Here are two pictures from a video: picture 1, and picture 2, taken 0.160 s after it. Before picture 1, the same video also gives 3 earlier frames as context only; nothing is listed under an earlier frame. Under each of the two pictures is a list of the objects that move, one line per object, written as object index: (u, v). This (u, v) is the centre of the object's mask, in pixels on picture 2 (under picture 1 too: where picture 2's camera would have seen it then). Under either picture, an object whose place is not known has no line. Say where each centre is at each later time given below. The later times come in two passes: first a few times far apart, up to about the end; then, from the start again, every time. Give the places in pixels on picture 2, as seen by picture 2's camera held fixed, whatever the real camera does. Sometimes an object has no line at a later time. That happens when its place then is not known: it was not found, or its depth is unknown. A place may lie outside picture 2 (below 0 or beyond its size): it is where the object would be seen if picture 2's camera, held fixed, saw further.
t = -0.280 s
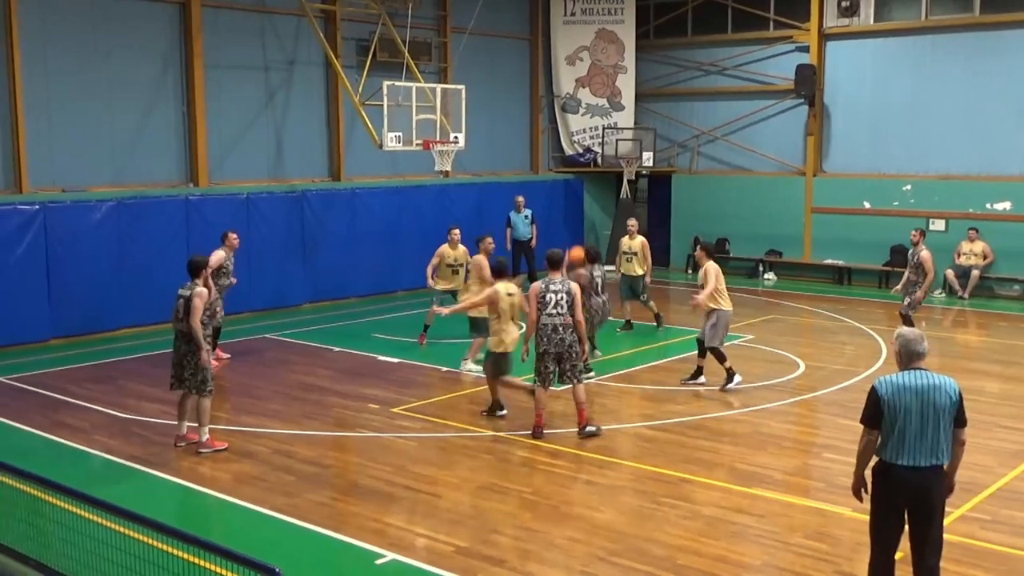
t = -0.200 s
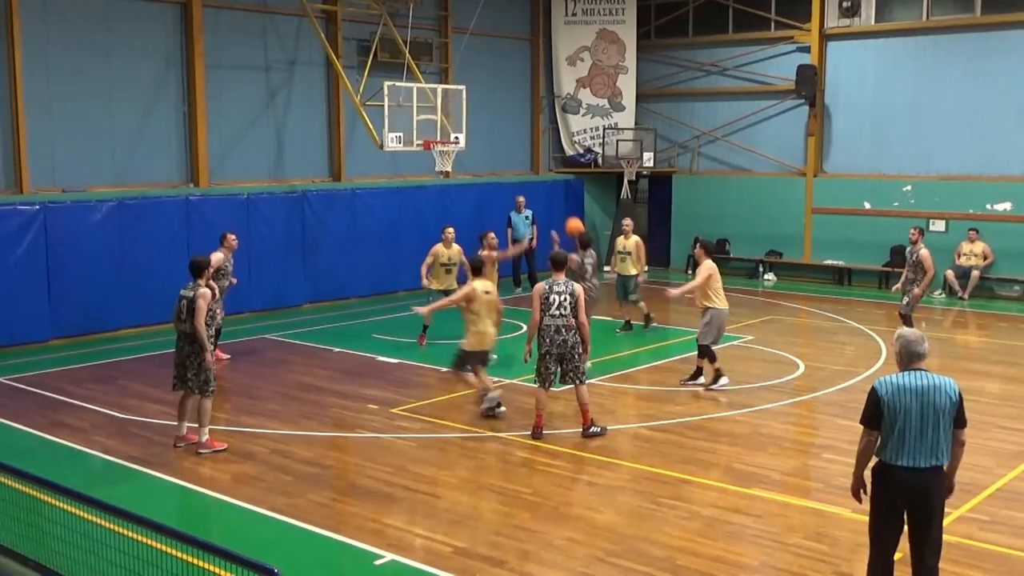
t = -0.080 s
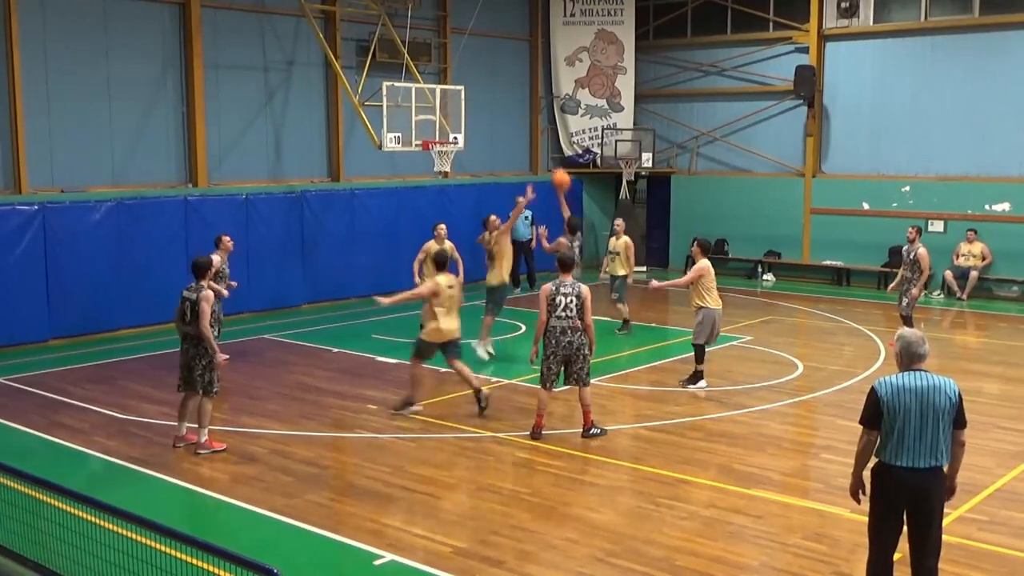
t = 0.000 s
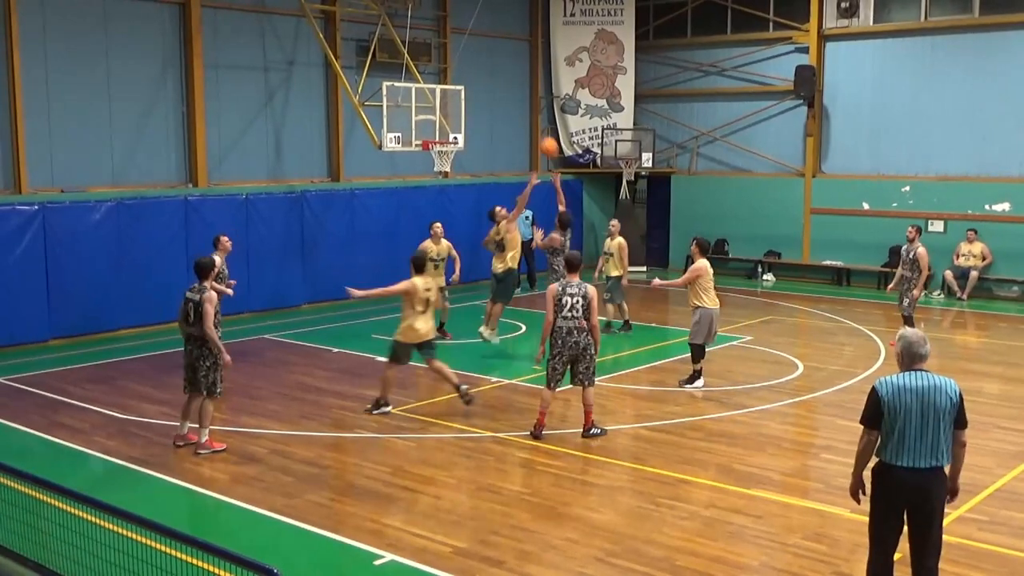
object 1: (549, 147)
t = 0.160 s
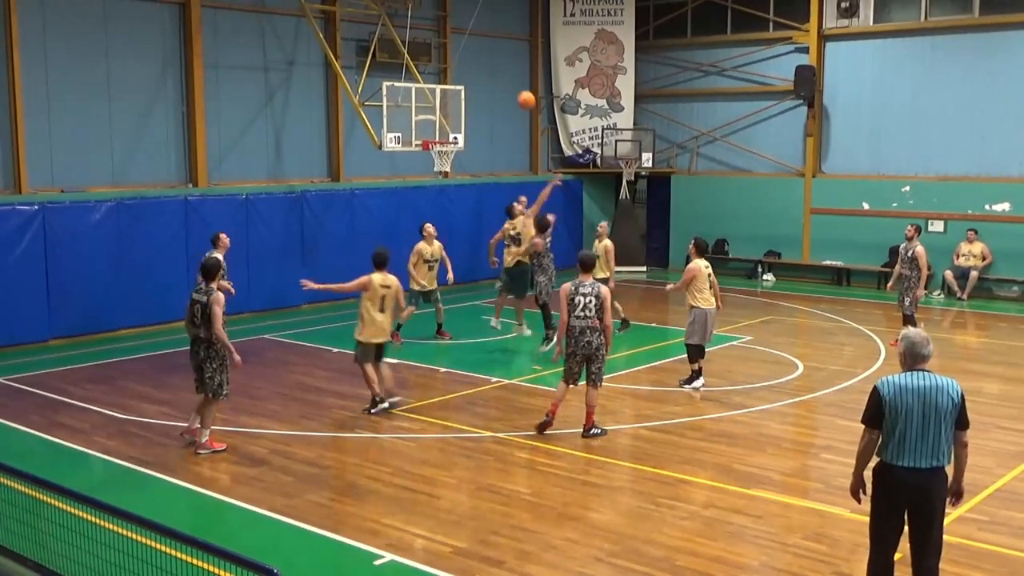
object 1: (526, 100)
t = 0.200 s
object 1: (521, 92)
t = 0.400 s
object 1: (494, 68)
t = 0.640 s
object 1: (466, 75)
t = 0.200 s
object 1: (521, 92)
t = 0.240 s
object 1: (515, 85)
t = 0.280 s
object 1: (510, 79)
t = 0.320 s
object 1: (505, 74)
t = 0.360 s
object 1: (499, 70)
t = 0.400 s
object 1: (494, 68)
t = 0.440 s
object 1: (489, 67)
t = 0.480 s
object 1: (485, 66)
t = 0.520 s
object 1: (480, 67)
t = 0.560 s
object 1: (475, 69)
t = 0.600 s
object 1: (470, 72)
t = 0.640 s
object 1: (466, 75)
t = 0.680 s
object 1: (462, 80)
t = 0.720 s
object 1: (457, 87)
